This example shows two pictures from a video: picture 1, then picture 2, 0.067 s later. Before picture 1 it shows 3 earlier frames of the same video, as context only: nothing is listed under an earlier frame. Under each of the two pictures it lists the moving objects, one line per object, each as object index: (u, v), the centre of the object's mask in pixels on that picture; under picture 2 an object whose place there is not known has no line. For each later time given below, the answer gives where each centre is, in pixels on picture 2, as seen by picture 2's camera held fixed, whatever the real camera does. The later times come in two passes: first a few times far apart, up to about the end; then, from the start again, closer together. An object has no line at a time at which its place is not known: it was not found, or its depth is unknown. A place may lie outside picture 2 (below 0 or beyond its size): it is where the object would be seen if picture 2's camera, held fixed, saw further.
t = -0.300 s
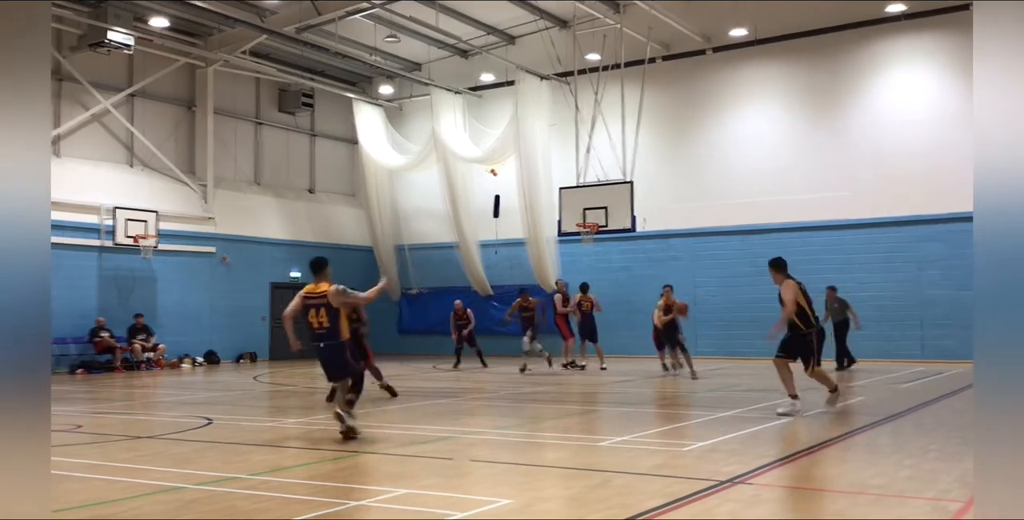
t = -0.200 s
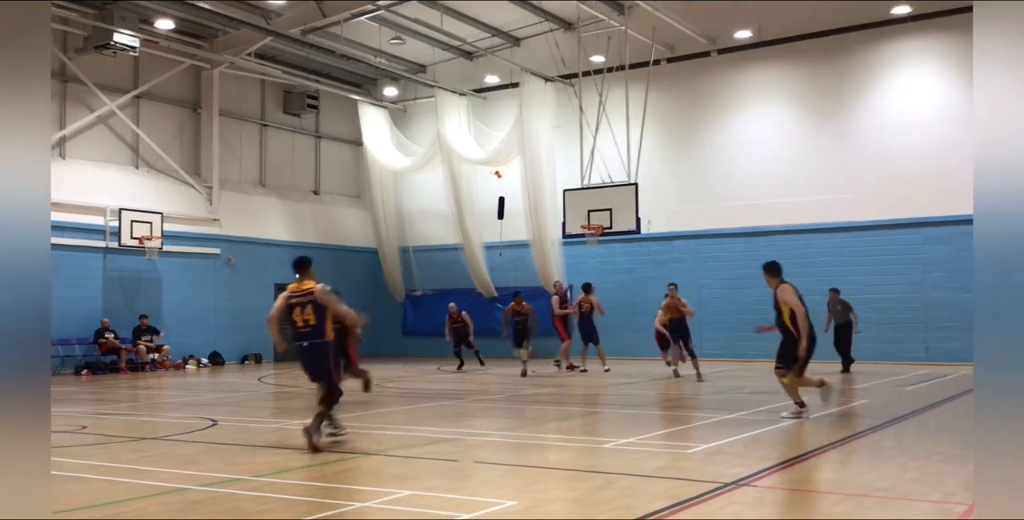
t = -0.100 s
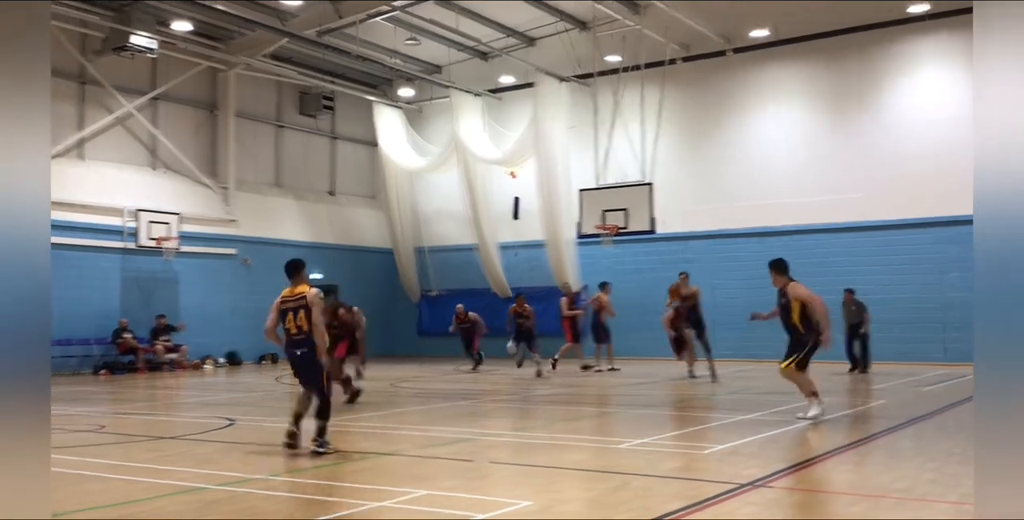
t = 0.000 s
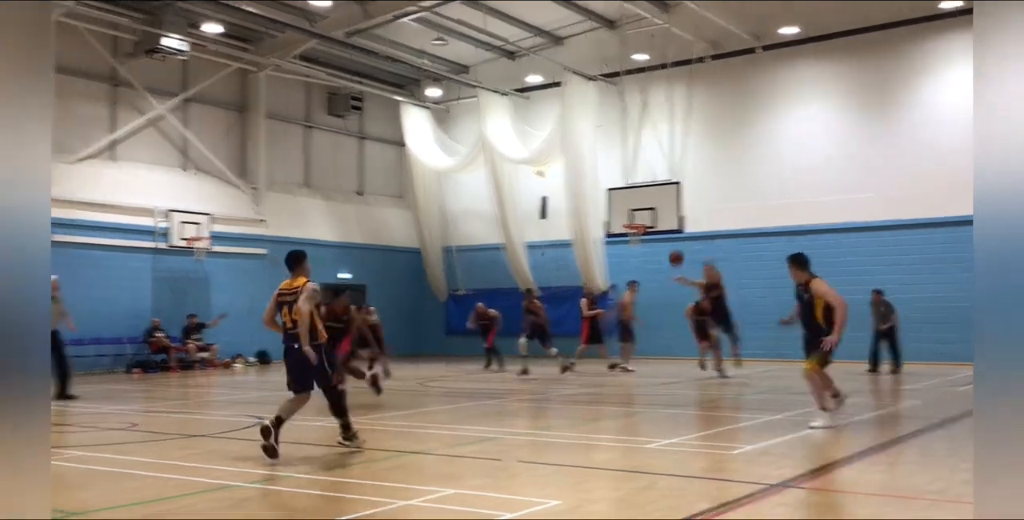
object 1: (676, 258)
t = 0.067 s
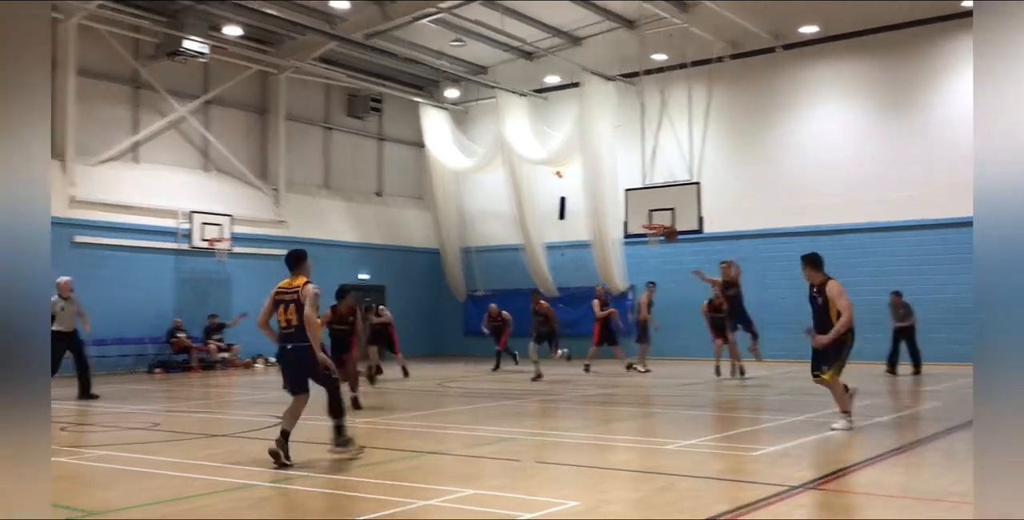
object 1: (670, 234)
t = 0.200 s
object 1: (613, 188)
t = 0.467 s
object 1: (477, 113)
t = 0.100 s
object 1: (657, 223)
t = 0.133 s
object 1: (643, 210)
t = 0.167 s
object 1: (629, 198)
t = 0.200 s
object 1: (613, 188)
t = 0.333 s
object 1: (548, 147)
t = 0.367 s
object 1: (531, 137)
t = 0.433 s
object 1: (496, 121)
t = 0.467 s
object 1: (477, 113)
